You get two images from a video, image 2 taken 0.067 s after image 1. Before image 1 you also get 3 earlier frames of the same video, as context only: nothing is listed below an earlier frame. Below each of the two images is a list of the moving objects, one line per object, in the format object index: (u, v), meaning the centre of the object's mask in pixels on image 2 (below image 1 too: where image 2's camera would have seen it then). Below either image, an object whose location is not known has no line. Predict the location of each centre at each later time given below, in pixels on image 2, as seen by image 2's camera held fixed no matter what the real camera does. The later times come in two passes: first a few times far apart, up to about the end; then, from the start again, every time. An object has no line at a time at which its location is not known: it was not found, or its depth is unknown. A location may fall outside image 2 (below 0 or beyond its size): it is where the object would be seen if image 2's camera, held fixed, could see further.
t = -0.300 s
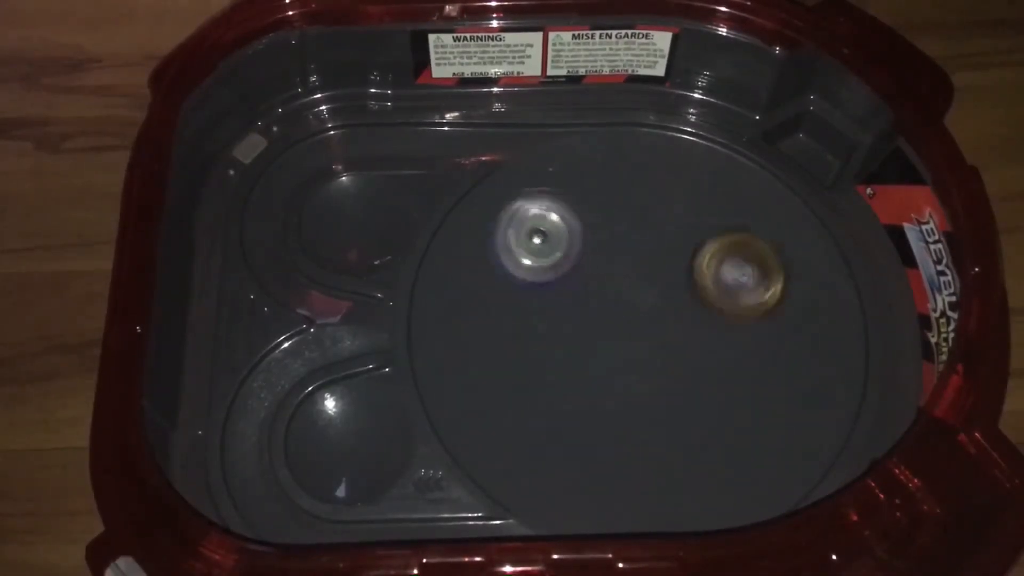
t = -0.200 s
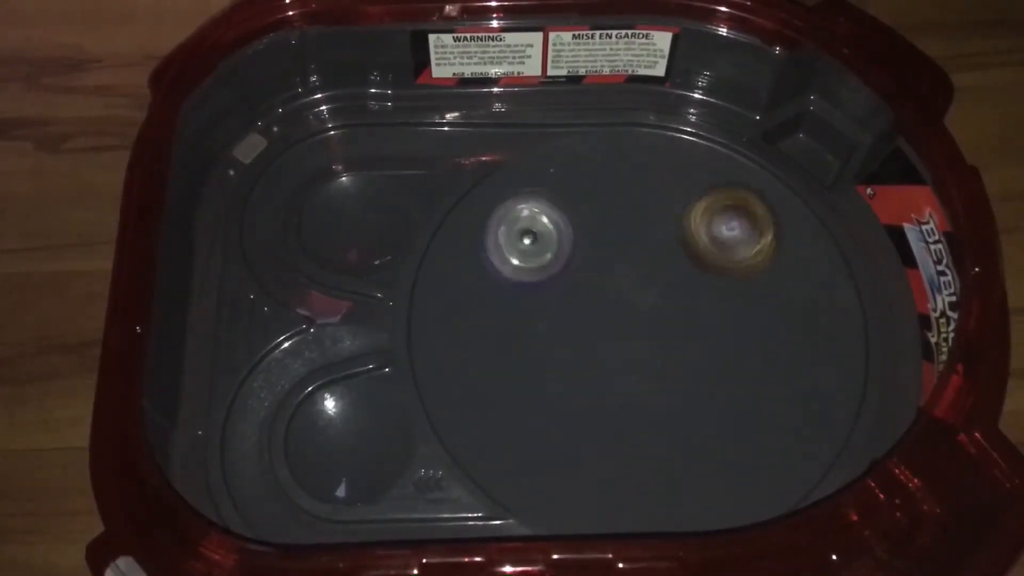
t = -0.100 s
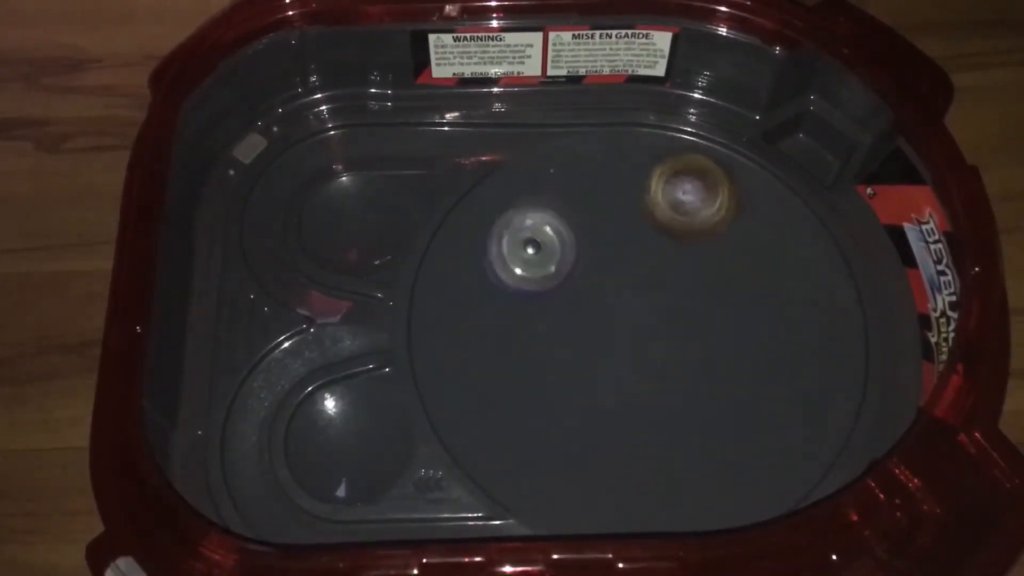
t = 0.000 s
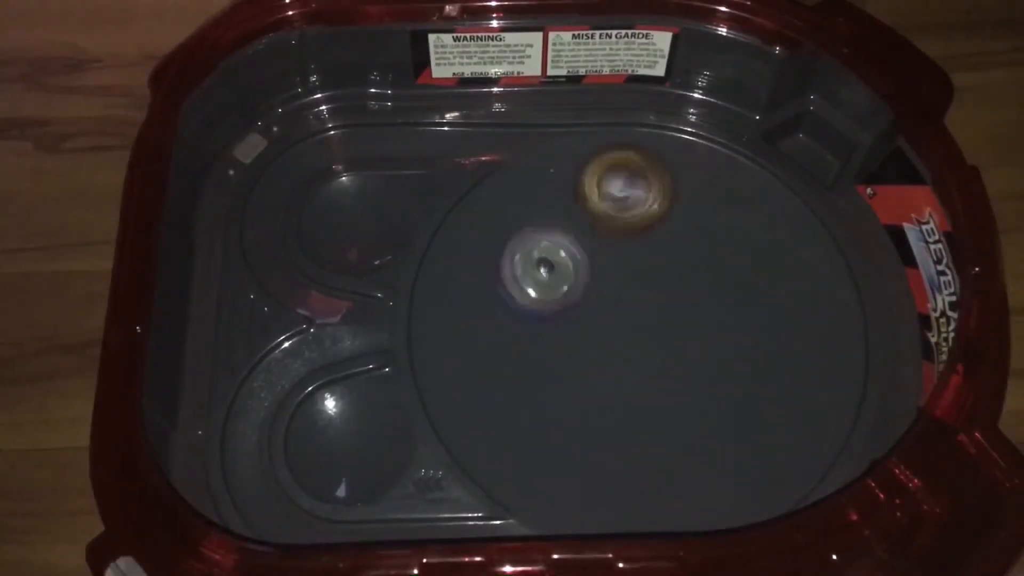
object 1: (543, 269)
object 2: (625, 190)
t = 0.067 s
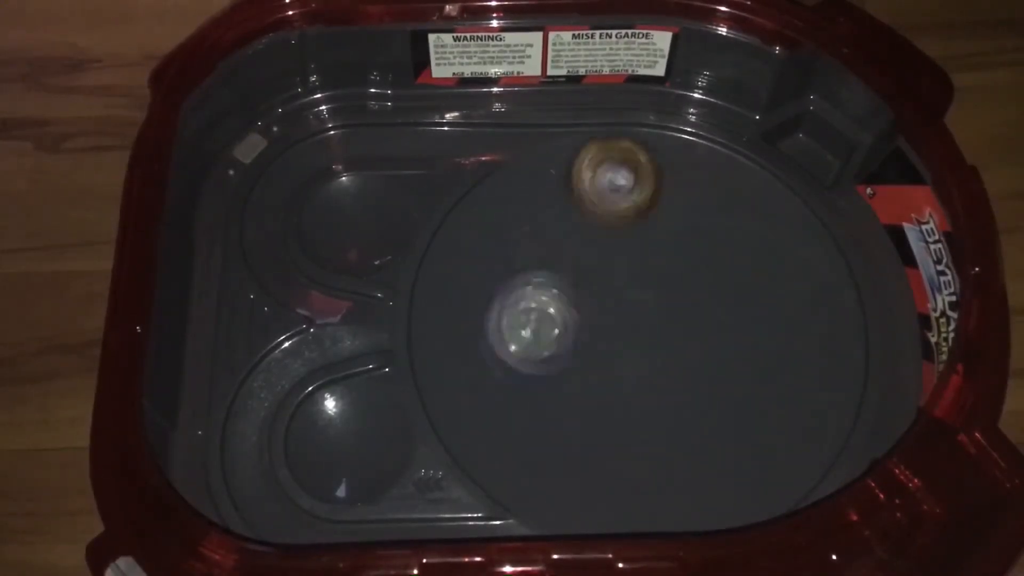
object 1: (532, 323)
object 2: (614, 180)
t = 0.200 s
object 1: (501, 441)
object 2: (640, 134)
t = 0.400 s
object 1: (567, 444)
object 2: (636, 166)
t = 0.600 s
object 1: (671, 395)
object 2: (681, 291)
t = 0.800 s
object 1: (735, 458)
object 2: (746, 224)
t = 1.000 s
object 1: (766, 385)
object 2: (699, 193)
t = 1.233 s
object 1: (732, 285)
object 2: (633, 324)
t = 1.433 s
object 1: (663, 241)
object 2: (668, 432)
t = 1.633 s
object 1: (585, 235)
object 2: (733, 456)
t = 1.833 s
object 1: (521, 275)
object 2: (735, 372)
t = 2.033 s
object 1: (503, 345)
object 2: (618, 301)
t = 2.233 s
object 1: (540, 425)
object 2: (531, 273)
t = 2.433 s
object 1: (625, 447)
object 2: (516, 306)
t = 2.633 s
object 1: (700, 406)
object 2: (606, 332)
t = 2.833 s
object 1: (813, 378)
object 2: (594, 235)
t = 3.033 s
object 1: (767, 323)
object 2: (538, 201)
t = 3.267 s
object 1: (662, 295)
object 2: (552, 289)
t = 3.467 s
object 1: (869, 313)
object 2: (432, 334)
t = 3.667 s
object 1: (746, 345)
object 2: (617, 356)
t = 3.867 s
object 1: (741, 324)
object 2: (631, 325)
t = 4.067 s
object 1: (769, 294)
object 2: (573, 267)
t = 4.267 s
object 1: (739, 293)
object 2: (536, 256)
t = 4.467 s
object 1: (697, 323)
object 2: (581, 296)
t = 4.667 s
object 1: (701, 369)
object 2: (597, 341)
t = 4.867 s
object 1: (726, 384)
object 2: (603, 343)
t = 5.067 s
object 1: (727, 356)
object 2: (625, 352)
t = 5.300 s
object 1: (721, 327)
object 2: (582, 328)
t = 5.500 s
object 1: (684, 340)
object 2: (601, 316)
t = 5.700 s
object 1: (672, 369)
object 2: (608, 295)
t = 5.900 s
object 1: (688, 377)
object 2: (608, 295)
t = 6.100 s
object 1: (684, 354)
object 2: (607, 294)
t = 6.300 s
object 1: (662, 333)
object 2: (594, 298)
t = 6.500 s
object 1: (660, 350)
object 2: (593, 299)
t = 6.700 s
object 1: (661, 363)
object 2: (595, 300)
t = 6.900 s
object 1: (657, 353)
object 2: (593, 298)
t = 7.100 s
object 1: (661, 342)
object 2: (590, 297)
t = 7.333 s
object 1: (670, 332)
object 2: (591, 297)
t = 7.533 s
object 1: (669, 320)
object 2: (587, 298)
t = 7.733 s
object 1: (681, 313)
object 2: (589, 299)
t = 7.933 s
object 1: (682, 310)
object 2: (589, 299)
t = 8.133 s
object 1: (670, 318)
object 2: (587, 299)
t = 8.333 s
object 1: (661, 337)
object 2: (587, 298)
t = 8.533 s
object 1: (662, 355)
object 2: (588, 299)
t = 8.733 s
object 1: (664, 356)
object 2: (588, 299)
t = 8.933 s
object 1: (655, 345)
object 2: (586, 297)
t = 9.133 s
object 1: (649, 338)
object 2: (583, 295)
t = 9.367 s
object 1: (686, 326)
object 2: (577, 295)
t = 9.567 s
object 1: (682, 303)
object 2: (577, 295)
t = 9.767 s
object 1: (651, 313)
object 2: (575, 295)
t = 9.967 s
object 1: (672, 334)
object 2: (577, 295)
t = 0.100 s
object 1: (518, 362)
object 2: (624, 161)
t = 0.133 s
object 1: (511, 395)
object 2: (632, 150)
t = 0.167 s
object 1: (505, 421)
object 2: (636, 142)
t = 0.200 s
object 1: (501, 441)
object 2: (640, 134)
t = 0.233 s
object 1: (501, 456)
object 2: (641, 131)
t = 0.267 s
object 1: (507, 461)
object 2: (640, 132)
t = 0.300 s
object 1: (519, 459)
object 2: (638, 133)
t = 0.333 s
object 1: (534, 454)
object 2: (637, 140)
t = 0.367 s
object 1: (550, 450)
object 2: (635, 151)
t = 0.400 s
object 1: (567, 444)
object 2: (636, 166)
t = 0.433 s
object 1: (583, 437)
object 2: (637, 185)
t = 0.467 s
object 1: (602, 430)
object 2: (641, 204)
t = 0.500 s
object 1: (620, 421)
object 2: (649, 225)
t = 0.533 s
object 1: (637, 412)
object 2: (658, 248)
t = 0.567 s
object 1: (655, 404)
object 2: (669, 270)
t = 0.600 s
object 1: (671, 395)
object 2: (681, 291)
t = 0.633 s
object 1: (686, 401)
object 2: (691, 298)
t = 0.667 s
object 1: (698, 424)
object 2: (706, 280)
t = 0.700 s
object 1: (710, 441)
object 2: (719, 265)
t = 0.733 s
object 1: (719, 455)
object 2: (731, 252)
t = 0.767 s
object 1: (727, 459)
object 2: (740, 238)
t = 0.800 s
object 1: (735, 458)
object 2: (746, 224)
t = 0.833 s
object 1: (742, 451)
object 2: (746, 211)
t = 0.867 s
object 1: (749, 440)
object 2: (743, 201)
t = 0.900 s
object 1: (755, 428)
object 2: (737, 193)
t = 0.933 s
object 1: (761, 415)
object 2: (727, 189)
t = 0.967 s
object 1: (764, 400)
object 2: (714, 188)
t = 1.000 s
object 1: (766, 385)
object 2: (699, 193)
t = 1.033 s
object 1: (766, 370)
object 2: (684, 202)
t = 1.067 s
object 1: (762, 355)
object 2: (669, 217)
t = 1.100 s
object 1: (758, 341)
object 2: (656, 235)
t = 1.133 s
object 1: (754, 327)
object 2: (645, 255)
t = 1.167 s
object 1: (749, 312)
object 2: (638, 278)
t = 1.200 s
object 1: (741, 299)
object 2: (634, 300)
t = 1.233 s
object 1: (732, 285)
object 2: (633, 324)
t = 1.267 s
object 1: (723, 274)
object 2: (635, 347)
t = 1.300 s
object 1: (713, 265)
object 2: (639, 368)
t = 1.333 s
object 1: (701, 257)
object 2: (644, 386)
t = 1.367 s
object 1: (689, 250)
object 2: (651, 404)
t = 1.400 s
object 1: (676, 245)
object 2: (659, 419)
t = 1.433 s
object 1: (663, 241)
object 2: (668, 432)
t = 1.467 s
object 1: (651, 237)
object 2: (678, 442)
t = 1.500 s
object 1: (639, 235)
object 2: (687, 450)
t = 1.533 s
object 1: (626, 234)
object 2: (696, 455)
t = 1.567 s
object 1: (612, 233)
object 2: (708, 458)
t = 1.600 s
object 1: (598, 233)
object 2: (720, 458)
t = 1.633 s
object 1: (585, 235)
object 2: (733, 456)
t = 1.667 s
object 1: (573, 239)
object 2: (744, 451)
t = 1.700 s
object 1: (562, 243)
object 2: (752, 440)
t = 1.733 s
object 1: (551, 249)
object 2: (756, 425)
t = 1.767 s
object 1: (540, 257)
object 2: (754, 407)
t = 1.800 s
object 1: (529, 267)
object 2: (746, 390)
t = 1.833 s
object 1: (521, 275)
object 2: (735, 372)
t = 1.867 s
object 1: (515, 285)
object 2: (718, 355)
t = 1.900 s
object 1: (511, 296)
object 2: (700, 341)
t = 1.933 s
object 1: (506, 308)
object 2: (681, 328)
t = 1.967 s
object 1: (503, 321)
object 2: (661, 318)
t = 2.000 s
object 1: (503, 334)
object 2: (641, 309)
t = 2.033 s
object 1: (503, 345)
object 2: (618, 301)
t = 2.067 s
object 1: (507, 359)
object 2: (599, 297)
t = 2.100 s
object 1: (512, 371)
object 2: (580, 294)
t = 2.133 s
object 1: (517, 386)
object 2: (563, 289)
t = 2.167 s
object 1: (521, 403)
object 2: (553, 282)
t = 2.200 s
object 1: (529, 415)
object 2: (541, 276)
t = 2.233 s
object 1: (540, 425)
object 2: (531, 273)
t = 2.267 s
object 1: (553, 433)
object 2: (523, 272)
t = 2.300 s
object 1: (565, 440)
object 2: (515, 274)
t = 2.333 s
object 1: (577, 445)
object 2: (510, 281)
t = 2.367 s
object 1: (595, 447)
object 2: (507, 289)
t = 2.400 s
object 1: (610, 448)
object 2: (510, 299)
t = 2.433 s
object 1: (625, 447)
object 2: (516, 306)
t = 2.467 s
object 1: (638, 445)
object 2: (524, 315)
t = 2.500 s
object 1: (652, 440)
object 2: (537, 323)
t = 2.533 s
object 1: (667, 434)
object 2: (553, 330)
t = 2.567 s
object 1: (680, 426)
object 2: (572, 334)
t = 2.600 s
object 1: (690, 418)
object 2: (591, 334)
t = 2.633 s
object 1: (700, 406)
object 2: (606, 332)
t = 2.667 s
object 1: (709, 396)
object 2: (625, 329)
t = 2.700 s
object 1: (728, 391)
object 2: (631, 315)
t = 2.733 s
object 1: (757, 389)
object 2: (621, 289)
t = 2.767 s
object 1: (781, 387)
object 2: (614, 269)
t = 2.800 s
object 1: (803, 383)
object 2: (605, 250)
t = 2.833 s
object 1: (813, 378)
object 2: (594, 235)
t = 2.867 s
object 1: (816, 369)
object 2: (586, 222)
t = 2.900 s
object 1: (811, 360)
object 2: (578, 209)
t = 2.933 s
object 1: (803, 348)
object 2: (567, 201)
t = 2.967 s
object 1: (792, 339)
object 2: (557, 198)
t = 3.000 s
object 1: (780, 330)
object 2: (547, 197)
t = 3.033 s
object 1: (767, 323)
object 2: (538, 201)
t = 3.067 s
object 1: (753, 316)
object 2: (530, 205)
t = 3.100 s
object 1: (739, 311)
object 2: (523, 213)
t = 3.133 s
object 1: (721, 306)
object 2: (520, 225)
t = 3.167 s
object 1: (707, 301)
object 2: (521, 242)
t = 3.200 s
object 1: (692, 298)
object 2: (526, 258)
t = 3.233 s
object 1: (677, 295)
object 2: (537, 276)
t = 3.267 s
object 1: (662, 295)
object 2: (552, 289)
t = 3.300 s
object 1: (691, 292)
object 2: (528, 297)
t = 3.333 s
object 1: (737, 295)
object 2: (489, 306)
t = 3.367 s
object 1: (780, 297)
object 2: (452, 309)
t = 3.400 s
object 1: (816, 304)
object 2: (425, 318)
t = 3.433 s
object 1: (851, 307)
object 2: (423, 324)
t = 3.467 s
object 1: (869, 313)
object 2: (432, 334)
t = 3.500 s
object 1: (856, 323)
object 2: (456, 339)
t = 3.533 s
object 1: (838, 326)
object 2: (483, 345)
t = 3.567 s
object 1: (819, 333)
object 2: (514, 352)
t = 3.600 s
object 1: (795, 336)
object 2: (549, 354)
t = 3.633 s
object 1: (768, 342)
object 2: (579, 358)
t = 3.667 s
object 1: (746, 345)
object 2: (617, 356)
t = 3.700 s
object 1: (729, 345)
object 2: (640, 357)
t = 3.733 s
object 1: (736, 344)
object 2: (641, 350)
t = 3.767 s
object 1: (740, 342)
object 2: (637, 346)
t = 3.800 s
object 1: (742, 338)
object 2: (636, 339)
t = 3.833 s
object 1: (741, 331)
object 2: (634, 333)
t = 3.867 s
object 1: (741, 324)
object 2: (631, 325)
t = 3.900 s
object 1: (739, 319)
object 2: (633, 318)
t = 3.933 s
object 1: (736, 310)
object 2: (632, 308)
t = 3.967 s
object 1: (731, 304)
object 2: (634, 299)
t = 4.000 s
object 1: (749, 300)
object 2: (614, 292)
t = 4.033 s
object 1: (763, 297)
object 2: (588, 279)
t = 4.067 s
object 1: (769, 294)
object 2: (573, 267)
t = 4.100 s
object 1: (770, 292)
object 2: (557, 260)
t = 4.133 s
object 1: (767, 291)
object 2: (546, 252)
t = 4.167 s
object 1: (762, 291)
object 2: (539, 252)
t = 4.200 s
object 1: (755, 291)
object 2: (534, 249)
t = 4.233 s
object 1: (747, 291)
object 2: (537, 251)
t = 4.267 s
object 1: (739, 293)
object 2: (536, 256)
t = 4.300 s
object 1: (734, 296)
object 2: (539, 260)
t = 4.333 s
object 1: (726, 300)
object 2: (544, 263)
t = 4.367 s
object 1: (718, 306)
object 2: (553, 270)
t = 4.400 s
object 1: (711, 310)
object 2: (560, 283)
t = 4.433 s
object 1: (703, 316)
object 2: (570, 291)
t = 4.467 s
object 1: (697, 323)
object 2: (581, 296)
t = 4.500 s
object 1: (692, 329)
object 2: (589, 304)
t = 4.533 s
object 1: (691, 336)
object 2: (590, 316)
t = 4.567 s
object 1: (689, 343)
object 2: (594, 320)
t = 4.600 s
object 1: (689, 348)
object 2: (604, 327)
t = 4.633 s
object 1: (694, 358)
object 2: (603, 336)
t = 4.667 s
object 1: (701, 369)
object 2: (597, 341)
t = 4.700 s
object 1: (706, 374)
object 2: (596, 343)
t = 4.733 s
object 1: (712, 379)
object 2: (596, 347)
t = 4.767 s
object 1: (715, 382)
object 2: (595, 348)
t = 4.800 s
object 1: (717, 383)
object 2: (595, 346)
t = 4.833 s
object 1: (723, 385)
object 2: (599, 343)
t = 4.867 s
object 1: (726, 384)
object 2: (603, 343)
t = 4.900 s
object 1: (731, 381)
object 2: (602, 345)
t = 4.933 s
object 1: (732, 378)
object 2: (606, 347)
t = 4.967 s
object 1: (733, 373)
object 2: (609, 342)
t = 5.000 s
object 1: (733, 368)
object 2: (618, 341)
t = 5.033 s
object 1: (731, 361)
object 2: (623, 348)
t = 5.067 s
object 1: (727, 356)
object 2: (625, 352)
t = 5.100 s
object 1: (733, 350)
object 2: (618, 348)
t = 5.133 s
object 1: (742, 346)
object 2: (603, 345)
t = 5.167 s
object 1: (746, 340)
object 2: (593, 339)
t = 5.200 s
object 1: (742, 334)
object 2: (588, 334)
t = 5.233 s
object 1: (734, 329)
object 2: (583, 331)
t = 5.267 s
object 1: (726, 327)
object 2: (582, 329)
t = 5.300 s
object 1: (721, 327)
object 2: (582, 328)
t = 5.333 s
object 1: (716, 326)
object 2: (586, 327)
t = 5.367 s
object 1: (710, 328)
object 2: (589, 326)
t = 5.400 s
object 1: (704, 329)
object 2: (593, 325)
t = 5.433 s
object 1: (697, 332)
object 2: (597, 323)
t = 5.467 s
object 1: (689, 335)
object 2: (599, 320)
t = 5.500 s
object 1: (684, 340)
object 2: (601, 316)
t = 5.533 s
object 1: (677, 344)
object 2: (602, 312)
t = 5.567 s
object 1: (674, 350)
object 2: (603, 307)
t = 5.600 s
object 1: (669, 355)
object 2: (605, 303)
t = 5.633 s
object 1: (668, 359)
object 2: (606, 299)
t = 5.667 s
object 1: (669, 363)
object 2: (607, 295)
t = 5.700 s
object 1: (672, 369)
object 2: (608, 295)
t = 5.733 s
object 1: (677, 372)
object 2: (608, 293)
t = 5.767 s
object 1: (679, 375)
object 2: (607, 292)
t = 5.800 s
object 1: (684, 376)
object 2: (607, 293)
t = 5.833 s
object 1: (684, 377)
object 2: (608, 295)
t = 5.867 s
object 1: (690, 376)
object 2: (608, 295)
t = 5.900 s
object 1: (688, 377)
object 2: (608, 295)
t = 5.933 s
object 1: (692, 374)
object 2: (608, 294)
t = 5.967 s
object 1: (691, 368)
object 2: (608, 293)
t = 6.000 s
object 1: (691, 364)
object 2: (608, 294)
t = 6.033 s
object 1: (689, 361)
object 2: (608, 295)
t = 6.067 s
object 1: (687, 359)
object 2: (608, 295)
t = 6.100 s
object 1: (684, 354)
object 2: (607, 294)
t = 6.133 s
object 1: (681, 351)
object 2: (606, 293)
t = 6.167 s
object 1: (680, 346)
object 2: (605, 291)
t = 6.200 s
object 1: (675, 342)
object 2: (603, 290)
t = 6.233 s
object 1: (672, 340)
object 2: (601, 293)
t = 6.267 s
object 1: (667, 334)
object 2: (597, 296)
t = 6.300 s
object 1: (662, 333)
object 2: (594, 298)
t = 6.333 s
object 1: (659, 336)
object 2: (592, 299)
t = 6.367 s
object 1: (657, 341)
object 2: (592, 298)
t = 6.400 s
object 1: (659, 344)
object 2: (592, 297)
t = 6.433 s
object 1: (656, 343)
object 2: (592, 297)
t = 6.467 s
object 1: (658, 347)
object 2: (593, 298)
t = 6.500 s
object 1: (660, 350)
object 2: (593, 299)
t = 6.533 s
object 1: (658, 356)
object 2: (594, 299)
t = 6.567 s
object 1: (661, 358)
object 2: (594, 299)
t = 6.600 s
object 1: (659, 356)
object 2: (594, 299)
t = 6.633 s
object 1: (661, 358)
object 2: (594, 300)
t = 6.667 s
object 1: (664, 360)
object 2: (595, 301)
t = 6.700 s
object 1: (661, 363)
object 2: (595, 300)
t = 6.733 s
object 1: (663, 362)
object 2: (595, 300)
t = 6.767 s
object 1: (661, 358)
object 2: (595, 300)
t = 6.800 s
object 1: (661, 359)
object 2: (595, 300)
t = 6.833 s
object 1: (662, 358)
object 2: (594, 300)
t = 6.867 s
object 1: (657, 357)
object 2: (594, 299)
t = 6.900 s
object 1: (657, 353)
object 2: (593, 298)
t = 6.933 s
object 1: (656, 350)
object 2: (592, 297)
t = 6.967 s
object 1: (654, 350)
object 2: (592, 297)
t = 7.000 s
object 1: (655, 349)
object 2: (592, 297)
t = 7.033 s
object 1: (652, 346)
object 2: (591, 296)
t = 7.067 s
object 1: (655, 344)
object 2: (590, 296)
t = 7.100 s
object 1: (661, 342)
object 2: (590, 297)
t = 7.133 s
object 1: (660, 343)
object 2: (591, 296)
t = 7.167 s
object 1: (662, 345)
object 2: (591, 296)
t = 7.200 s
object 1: (664, 339)
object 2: (591, 297)
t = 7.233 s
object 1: (669, 339)
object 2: (591, 298)
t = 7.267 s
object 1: (672, 338)
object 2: (591, 298)
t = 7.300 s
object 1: (668, 336)
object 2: (591, 297)
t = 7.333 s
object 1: (670, 332)
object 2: (591, 297)
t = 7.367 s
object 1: (672, 329)
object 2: (591, 298)
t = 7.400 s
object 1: (670, 330)
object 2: (591, 298)
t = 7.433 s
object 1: (668, 325)
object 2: (590, 297)
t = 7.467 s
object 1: (666, 321)
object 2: (590, 297)
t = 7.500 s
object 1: (667, 321)
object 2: (589, 298)
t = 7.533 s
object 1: (669, 320)
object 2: (587, 298)
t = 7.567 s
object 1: (665, 317)
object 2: (587, 299)
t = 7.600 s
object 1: (668, 314)
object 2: (588, 298)
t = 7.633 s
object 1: (674, 316)
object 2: (588, 299)
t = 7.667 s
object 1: (672, 314)
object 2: (588, 299)
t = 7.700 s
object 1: (677, 314)
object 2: (589, 299)
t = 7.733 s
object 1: (681, 313)
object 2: (589, 299)
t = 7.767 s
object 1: (679, 315)
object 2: (588, 299)
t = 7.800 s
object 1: (681, 310)
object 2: (589, 299)
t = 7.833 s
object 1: (682, 311)
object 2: (589, 299)
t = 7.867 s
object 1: (680, 313)
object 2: (589, 299)
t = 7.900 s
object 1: (682, 311)
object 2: (589, 299)
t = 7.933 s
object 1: (682, 310)
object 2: (589, 299)
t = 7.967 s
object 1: (677, 315)
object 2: (588, 299)
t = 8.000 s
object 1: (677, 313)
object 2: (588, 299)
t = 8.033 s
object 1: (676, 313)
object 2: (588, 299)
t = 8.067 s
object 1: (673, 318)
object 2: (588, 299)
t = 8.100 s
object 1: (672, 319)
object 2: (587, 299)
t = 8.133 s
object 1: (670, 318)
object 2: (587, 299)
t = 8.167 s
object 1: (666, 325)
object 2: (587, 298)
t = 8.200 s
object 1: (666, 329)
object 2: (587, 298)
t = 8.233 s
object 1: (664, 327)
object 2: (587, 298)
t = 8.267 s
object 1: (663, 335)
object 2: (587, 298)
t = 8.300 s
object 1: (663, 339)
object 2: (587, 298)
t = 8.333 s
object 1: (661, 337)
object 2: (587, 298)
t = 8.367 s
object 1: (661, 344)
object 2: (587, 298)
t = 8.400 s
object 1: (662, 350)
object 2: (588, 298)
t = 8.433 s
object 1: (661, 348)
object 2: (588, 299)
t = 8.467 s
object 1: (662, 353)
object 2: (588, 299)
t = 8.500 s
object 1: (664, 357)
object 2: (588, 299)
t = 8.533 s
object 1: (662, 355)
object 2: (588, 299)
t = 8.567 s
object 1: (664, 358)
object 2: (588, 299)
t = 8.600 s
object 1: (664, 361)
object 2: (588, 299)
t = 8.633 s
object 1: (664, 357)
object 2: (588, 299)
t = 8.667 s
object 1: (666, 359)
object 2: (589, 299)
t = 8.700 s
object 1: (666, 360)
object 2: (589, 299)
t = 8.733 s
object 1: (664, 356)
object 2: (588, 299)
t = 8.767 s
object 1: (665, 357)
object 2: (589, 299)
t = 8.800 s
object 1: (664, 358)
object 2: (588, 299)
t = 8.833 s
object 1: (662, 351)
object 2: (588, 299)
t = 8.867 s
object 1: (659, 352)
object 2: (588, 299)
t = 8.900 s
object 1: (658, 350)
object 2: (588, 298)
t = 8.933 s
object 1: (655, 345)
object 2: (586, 297)
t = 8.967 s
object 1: (653, 346)
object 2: (586, 297)
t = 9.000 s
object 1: (650, 345)
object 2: (585, 296)
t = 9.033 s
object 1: (646, 340)
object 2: (584, 295)
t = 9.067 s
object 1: (646, 342)
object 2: (584, 295)
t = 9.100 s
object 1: (649, 344)
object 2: (583, 295)
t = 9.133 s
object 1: (649, 338)
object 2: (583, 295)
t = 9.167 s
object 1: (652, 341)
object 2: (583, 295)
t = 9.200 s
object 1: (654, 342)
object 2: (582, 294)
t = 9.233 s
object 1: (658, 336)
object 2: (582, 296)
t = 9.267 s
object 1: (661, 337)
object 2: (578, 295)
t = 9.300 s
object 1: (674, 336)
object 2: (576, 296)
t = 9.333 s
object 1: (683, 333)
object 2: (576, 296)
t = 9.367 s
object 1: (686, 326)
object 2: (577, 295)
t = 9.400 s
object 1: (689, 325)
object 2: (577, 295)
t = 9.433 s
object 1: (693, 317)
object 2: (577, 295)
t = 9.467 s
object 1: (693, 311)
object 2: (577, 295)
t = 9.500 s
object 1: (687, 306)
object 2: (576, 296)
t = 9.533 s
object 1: (684, 308)
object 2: (577, 295)
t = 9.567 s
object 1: (682, 303)
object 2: (577, 295)
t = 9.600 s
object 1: (676, 297)
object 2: (577, 295)
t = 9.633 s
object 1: (669, 297)
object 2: (577, 295)
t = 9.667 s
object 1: (663, 298)
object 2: (577, 296)
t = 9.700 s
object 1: (660, 304)
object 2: (577, 295)
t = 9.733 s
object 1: (657, 305)
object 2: (577, 295)
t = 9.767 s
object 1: (651, 313)
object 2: (575, 295)
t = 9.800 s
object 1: (653, 315)
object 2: (576, 295)
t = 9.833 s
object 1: (652, 323)
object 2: (575, 295)
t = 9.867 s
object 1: (659, 326)
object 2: (576, 296)
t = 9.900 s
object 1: (660, 328)
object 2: (576, 296)
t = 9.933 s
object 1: (668, 333)
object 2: (577, 295)
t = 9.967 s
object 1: (672, 334)
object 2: (577, 295)
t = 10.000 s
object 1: (675, 336)
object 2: (577, 296)
